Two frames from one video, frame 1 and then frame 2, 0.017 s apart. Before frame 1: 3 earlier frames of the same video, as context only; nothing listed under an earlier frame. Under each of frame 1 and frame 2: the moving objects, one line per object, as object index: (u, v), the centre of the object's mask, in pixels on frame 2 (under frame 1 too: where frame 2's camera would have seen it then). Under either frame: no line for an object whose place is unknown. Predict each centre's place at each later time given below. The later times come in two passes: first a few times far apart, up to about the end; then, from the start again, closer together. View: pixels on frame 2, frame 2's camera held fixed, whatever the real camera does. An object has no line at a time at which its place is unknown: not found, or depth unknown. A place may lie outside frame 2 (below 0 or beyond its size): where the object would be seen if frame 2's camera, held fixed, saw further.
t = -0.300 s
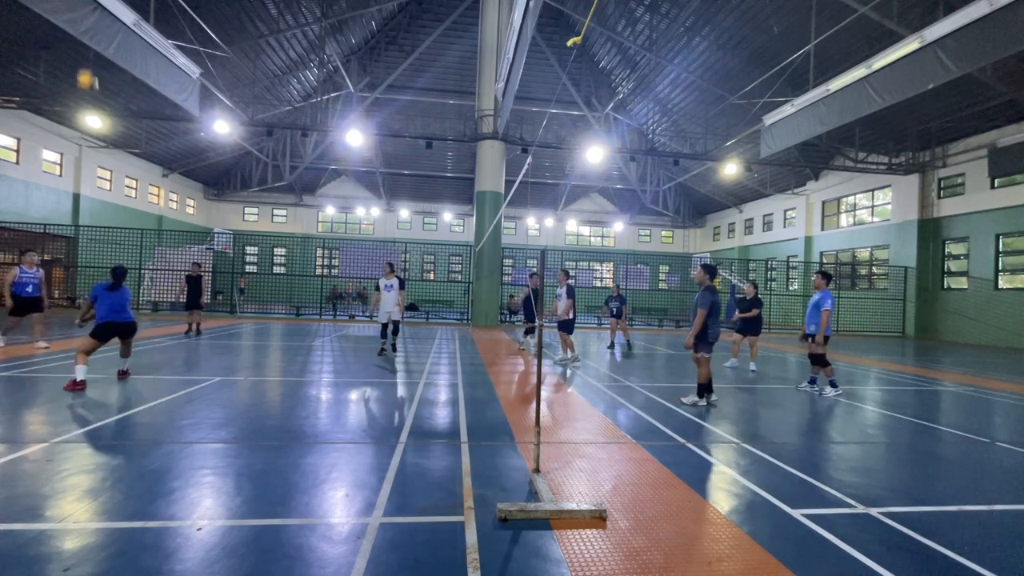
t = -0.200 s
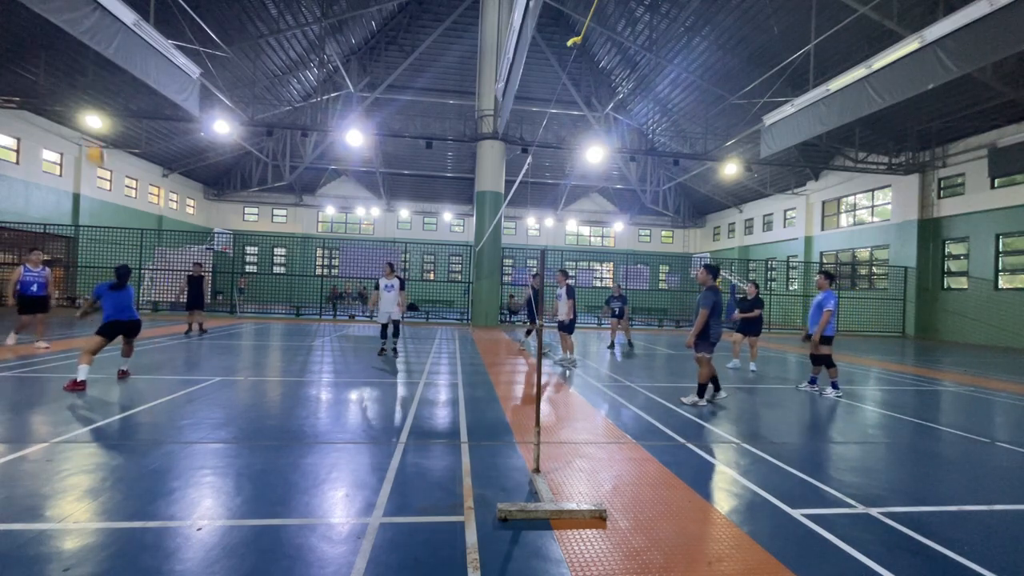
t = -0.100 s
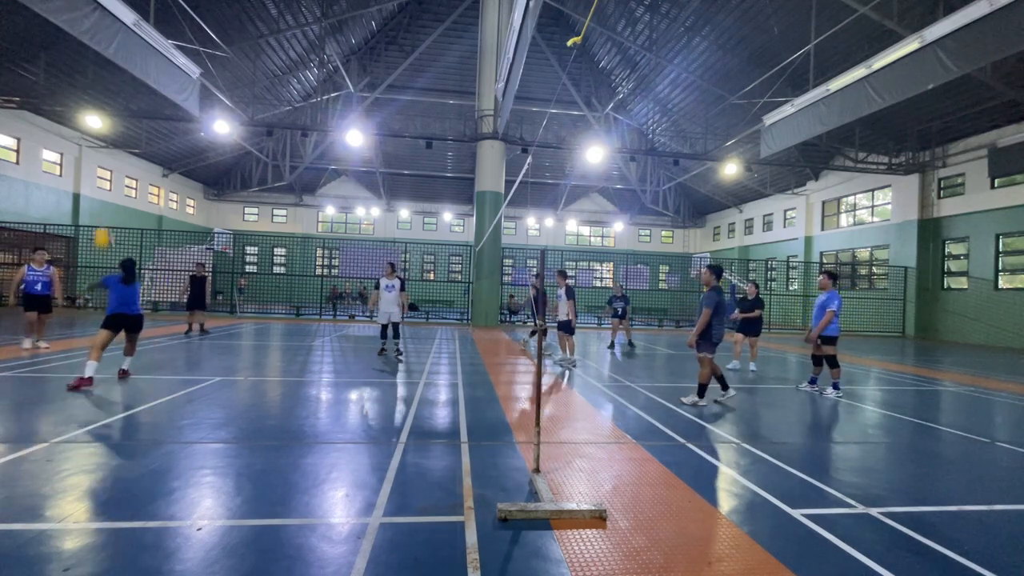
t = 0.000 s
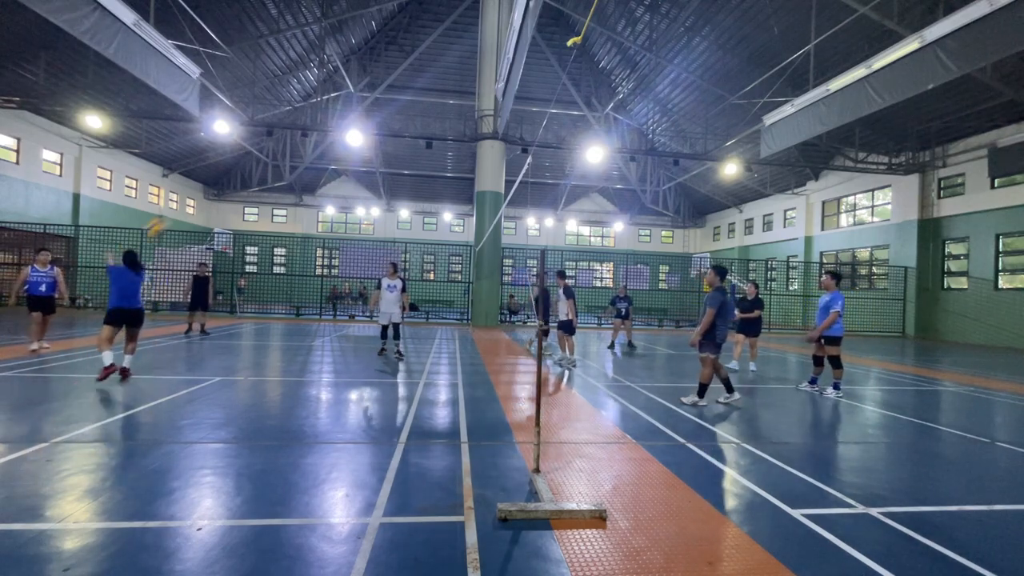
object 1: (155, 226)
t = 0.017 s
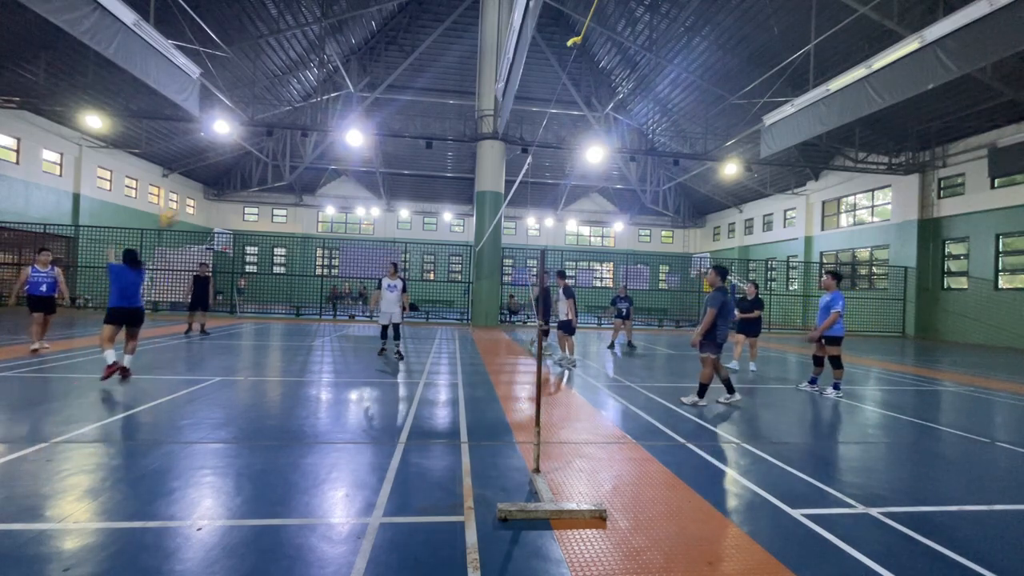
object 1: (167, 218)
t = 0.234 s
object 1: (307, 134)
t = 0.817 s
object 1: (560, 104)
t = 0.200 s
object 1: (286, 142)
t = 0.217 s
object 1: (298, 137)
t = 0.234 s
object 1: (307, 134)
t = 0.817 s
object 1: (560, 104)
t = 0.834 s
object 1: (566, 105)
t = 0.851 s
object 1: (571, 108)
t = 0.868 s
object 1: (576, 111)
